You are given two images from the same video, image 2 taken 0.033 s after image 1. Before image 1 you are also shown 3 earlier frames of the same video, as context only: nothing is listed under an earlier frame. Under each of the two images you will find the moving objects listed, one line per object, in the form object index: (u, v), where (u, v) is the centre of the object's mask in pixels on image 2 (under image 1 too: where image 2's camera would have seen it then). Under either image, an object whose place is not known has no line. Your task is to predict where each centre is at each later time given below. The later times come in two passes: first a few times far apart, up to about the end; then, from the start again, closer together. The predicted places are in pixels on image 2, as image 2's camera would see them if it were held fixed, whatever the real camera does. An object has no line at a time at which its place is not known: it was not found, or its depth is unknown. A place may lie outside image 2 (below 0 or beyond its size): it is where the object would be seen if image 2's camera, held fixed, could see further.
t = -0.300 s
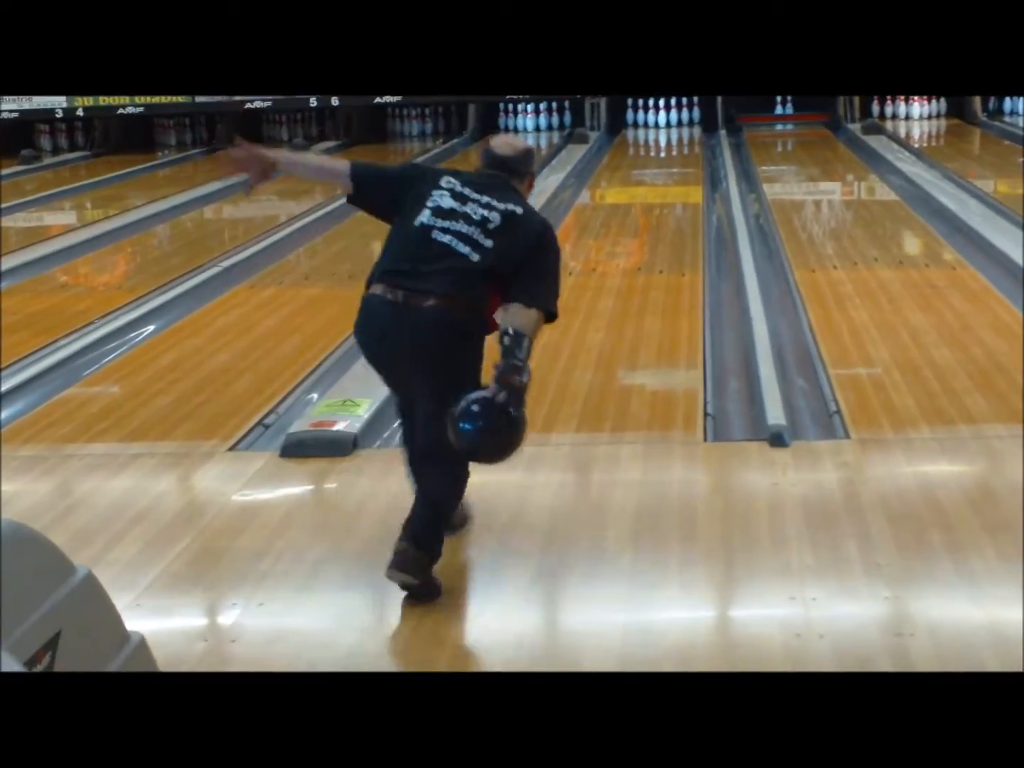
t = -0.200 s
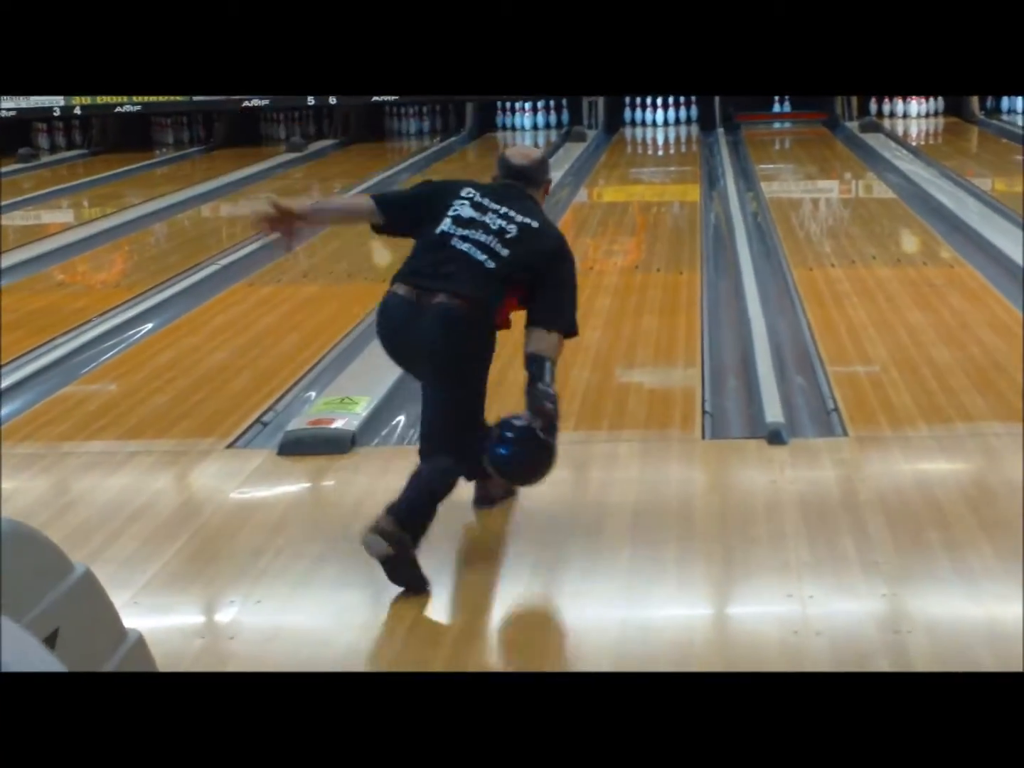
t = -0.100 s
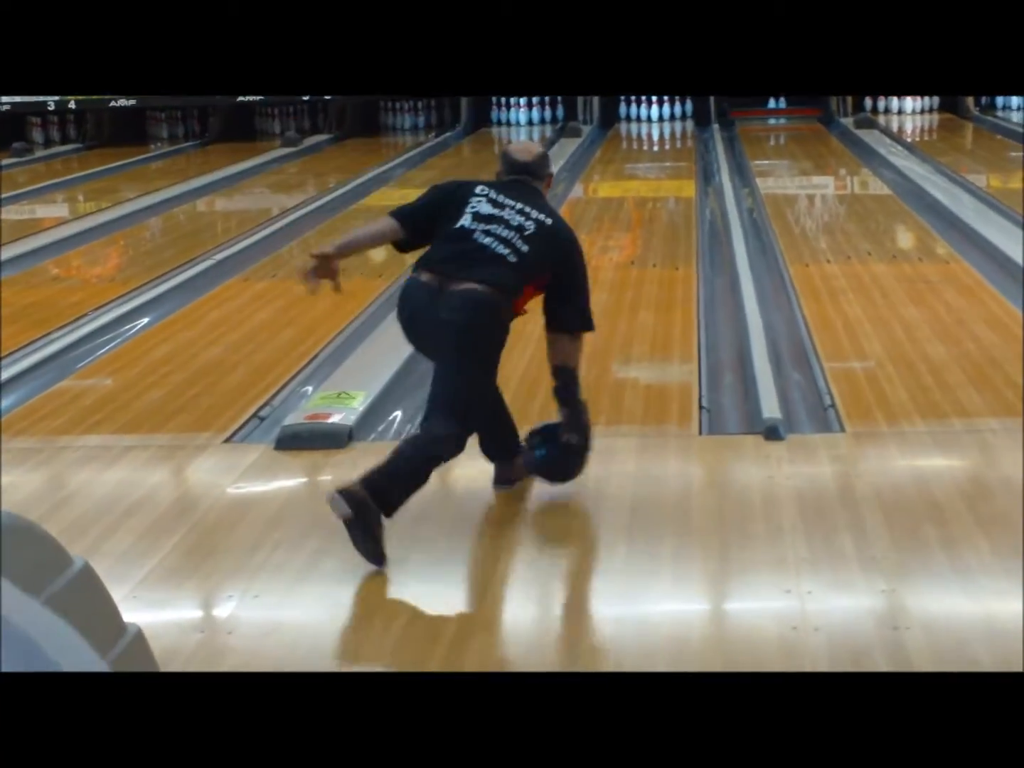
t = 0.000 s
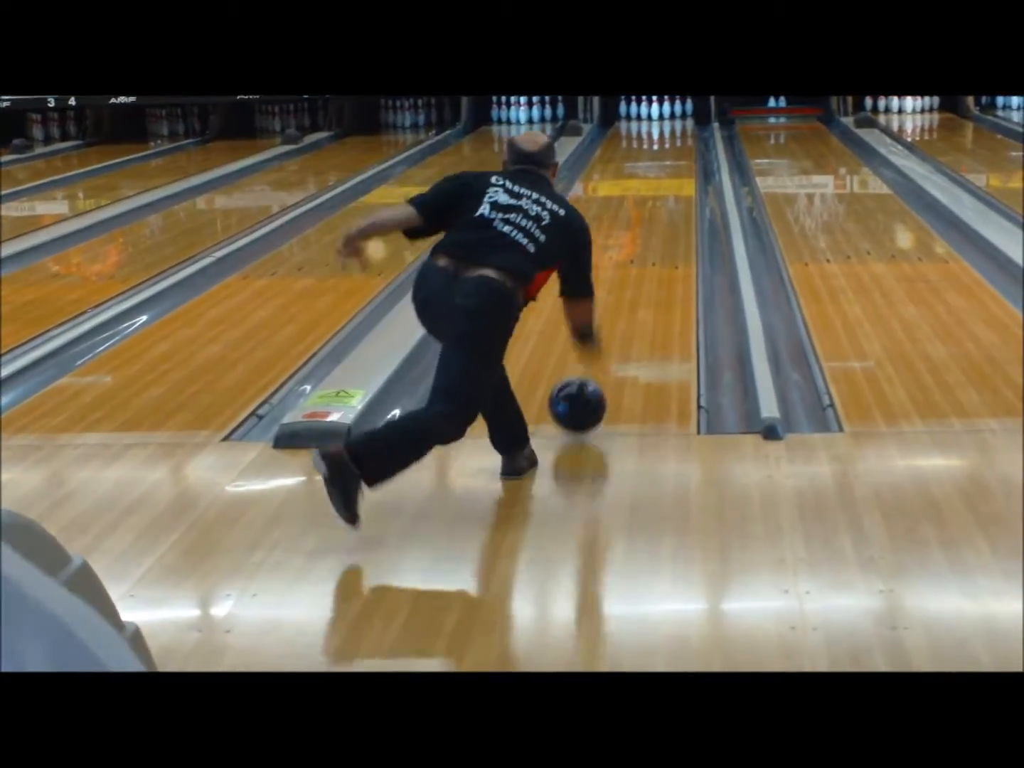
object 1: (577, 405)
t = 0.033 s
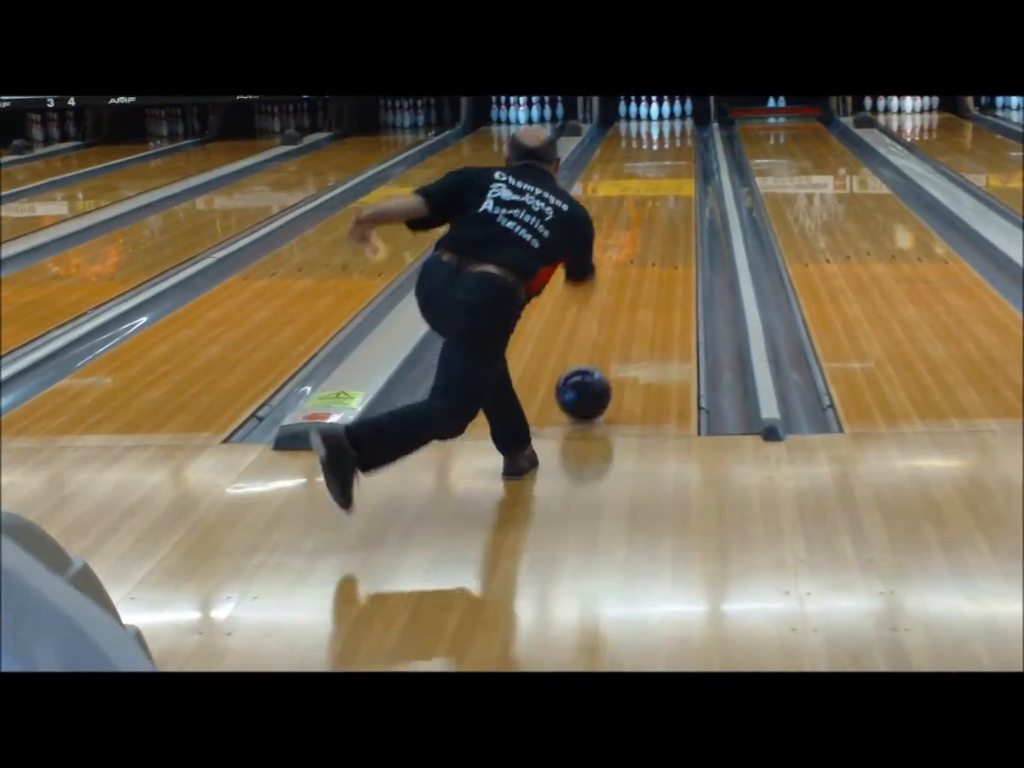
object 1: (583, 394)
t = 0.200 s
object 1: (606, 338)
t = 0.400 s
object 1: (625, 286)
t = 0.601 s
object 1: (639, 249)
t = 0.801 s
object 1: (649, 220)
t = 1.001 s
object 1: (657, 196)
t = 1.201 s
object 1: (663, 179)
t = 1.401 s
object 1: (667, 166)
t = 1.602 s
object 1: (670, 154)
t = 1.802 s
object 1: (671, 142)
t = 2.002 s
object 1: (666, 130)
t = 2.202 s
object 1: (660, 124)
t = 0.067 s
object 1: (589, 384)
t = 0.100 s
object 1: (594, 372)
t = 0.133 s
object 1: (598, 360)
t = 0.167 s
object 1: (602, 348)
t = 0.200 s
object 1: (606, 338)
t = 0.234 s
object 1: (610, 329)
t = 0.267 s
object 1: (613, 319)
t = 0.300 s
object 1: (616, 310)
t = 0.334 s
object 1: (619, 302)
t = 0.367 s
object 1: (622, 294)
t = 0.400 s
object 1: (625, 286)
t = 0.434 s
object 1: (628, 279)
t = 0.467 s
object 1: (631, 273)
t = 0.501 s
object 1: (633, 266)
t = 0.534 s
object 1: (635, 260)
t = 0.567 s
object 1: (637, 254)
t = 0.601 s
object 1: (639, 249)
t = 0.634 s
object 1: (642, 244)
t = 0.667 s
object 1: (644, 239)
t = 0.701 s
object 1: (644, 233)
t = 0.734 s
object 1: (646, 229)
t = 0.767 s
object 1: (647, 225)
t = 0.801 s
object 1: (649, 220)
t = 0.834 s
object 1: (650, 216)
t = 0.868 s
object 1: (652, 212)
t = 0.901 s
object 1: (653, 208)
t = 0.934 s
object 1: (654, 204)
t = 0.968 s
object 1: (656, 200)
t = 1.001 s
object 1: (657, 196)
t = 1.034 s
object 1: (658, 194)
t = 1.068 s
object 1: (659, 190)
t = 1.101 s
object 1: (660, 188)
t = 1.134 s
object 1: (661, 185)
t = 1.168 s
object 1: (662, 182)
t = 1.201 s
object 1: (663, 179)
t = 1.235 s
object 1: (663, 176)
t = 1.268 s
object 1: (664, 173)
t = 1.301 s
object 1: (665, 172)
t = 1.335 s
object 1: (665, 170)
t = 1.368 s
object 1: (666, 168)
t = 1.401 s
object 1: (667, 166)
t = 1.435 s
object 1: (668, 164)
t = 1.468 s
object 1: (668, 162)
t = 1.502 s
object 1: (669, 160)
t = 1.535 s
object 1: (670, 158)
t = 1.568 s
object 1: (670, 156)
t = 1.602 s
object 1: (670, 154)
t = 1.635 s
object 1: (670, 152)
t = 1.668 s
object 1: (671, 150)
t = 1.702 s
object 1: (672, 148)
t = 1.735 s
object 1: (672, 145)
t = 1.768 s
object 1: (672, 144)
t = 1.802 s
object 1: (671, 142)
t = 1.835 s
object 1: (671, 139)
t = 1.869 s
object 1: (669, 137)
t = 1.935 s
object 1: (667, 133)
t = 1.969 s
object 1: (666, 131)
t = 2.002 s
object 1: (666, 130)
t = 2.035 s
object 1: (666, 130)
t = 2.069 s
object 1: (665, 129)
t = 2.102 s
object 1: (664, 127)
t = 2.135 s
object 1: (664, 127)
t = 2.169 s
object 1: (662, 126)
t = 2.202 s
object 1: (660, 124)
